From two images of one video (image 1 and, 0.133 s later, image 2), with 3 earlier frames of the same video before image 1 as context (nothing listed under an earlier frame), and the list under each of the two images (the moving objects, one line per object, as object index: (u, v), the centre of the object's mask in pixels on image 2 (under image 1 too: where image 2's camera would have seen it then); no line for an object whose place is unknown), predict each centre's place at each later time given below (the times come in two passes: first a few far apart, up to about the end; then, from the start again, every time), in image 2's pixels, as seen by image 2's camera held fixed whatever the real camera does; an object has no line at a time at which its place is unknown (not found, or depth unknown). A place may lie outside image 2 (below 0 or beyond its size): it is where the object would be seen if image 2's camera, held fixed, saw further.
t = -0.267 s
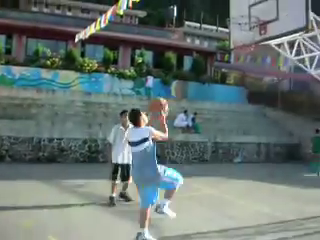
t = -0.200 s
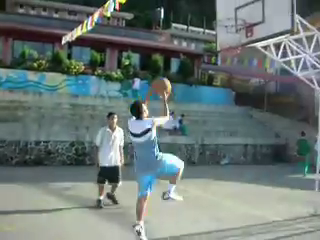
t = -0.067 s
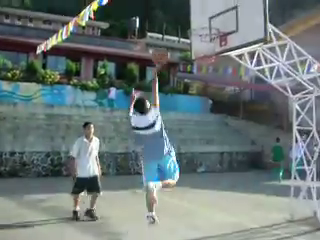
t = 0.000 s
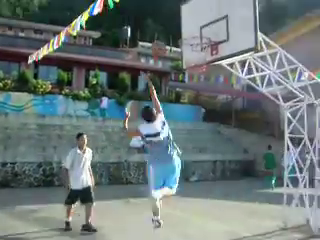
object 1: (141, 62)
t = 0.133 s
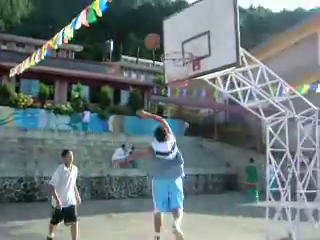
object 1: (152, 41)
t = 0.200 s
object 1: (158, 34)
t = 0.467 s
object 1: (180, 36)
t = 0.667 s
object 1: (189, 39)
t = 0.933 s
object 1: (176, 38)
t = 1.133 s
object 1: (176, 58)
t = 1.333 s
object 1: (183, 72)
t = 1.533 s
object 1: (188, 87)
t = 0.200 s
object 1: (158, 34)
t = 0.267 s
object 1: (163, 31)
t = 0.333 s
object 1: (169, 30)
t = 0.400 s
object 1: (174, 32)
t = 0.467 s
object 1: (180, 36)
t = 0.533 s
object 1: (185, 43)
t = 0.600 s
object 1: (190, 46)
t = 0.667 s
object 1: (189, 39)
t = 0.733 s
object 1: (185, 35)
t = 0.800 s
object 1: (183, 33)
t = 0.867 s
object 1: (179, 34)
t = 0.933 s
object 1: (176, 38)
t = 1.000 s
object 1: (174, 45)
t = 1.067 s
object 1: (173, 52)
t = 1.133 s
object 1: (176, 58)
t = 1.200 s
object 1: (177, 63)
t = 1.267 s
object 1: (179, 66)
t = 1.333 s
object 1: (183, 72)
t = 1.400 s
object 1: (183, 76)
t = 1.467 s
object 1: (186, 78)
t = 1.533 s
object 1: (188, 87)
